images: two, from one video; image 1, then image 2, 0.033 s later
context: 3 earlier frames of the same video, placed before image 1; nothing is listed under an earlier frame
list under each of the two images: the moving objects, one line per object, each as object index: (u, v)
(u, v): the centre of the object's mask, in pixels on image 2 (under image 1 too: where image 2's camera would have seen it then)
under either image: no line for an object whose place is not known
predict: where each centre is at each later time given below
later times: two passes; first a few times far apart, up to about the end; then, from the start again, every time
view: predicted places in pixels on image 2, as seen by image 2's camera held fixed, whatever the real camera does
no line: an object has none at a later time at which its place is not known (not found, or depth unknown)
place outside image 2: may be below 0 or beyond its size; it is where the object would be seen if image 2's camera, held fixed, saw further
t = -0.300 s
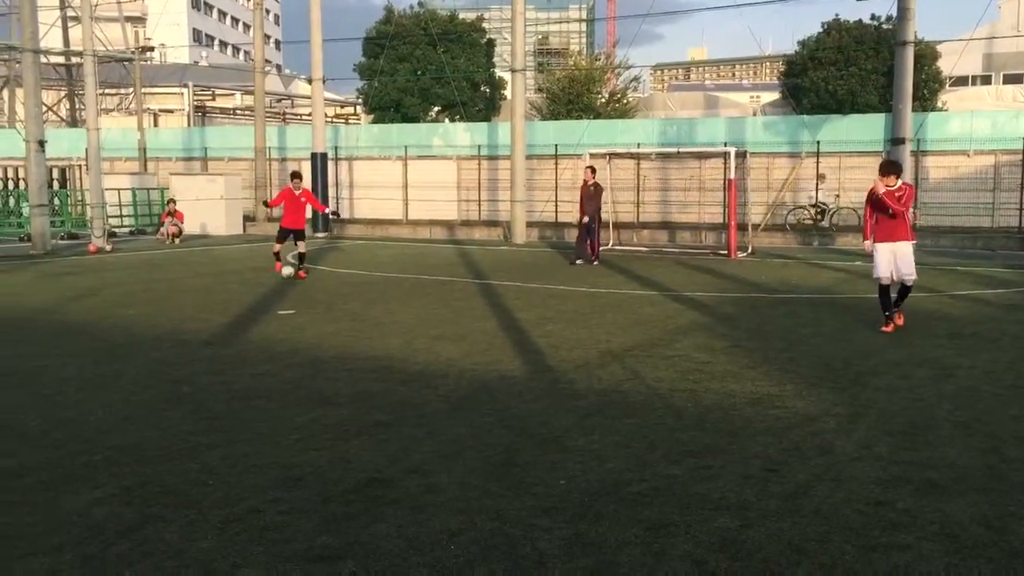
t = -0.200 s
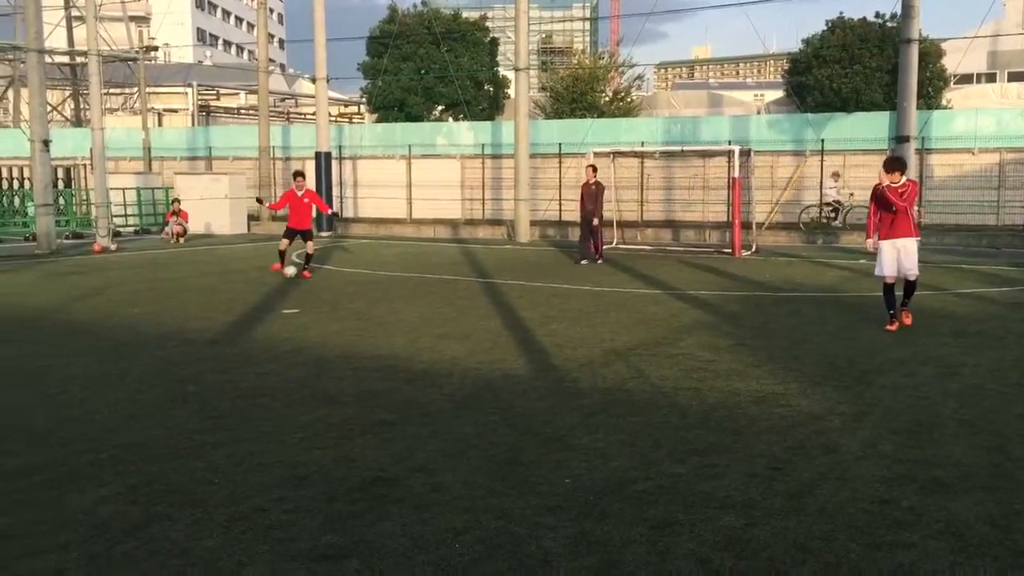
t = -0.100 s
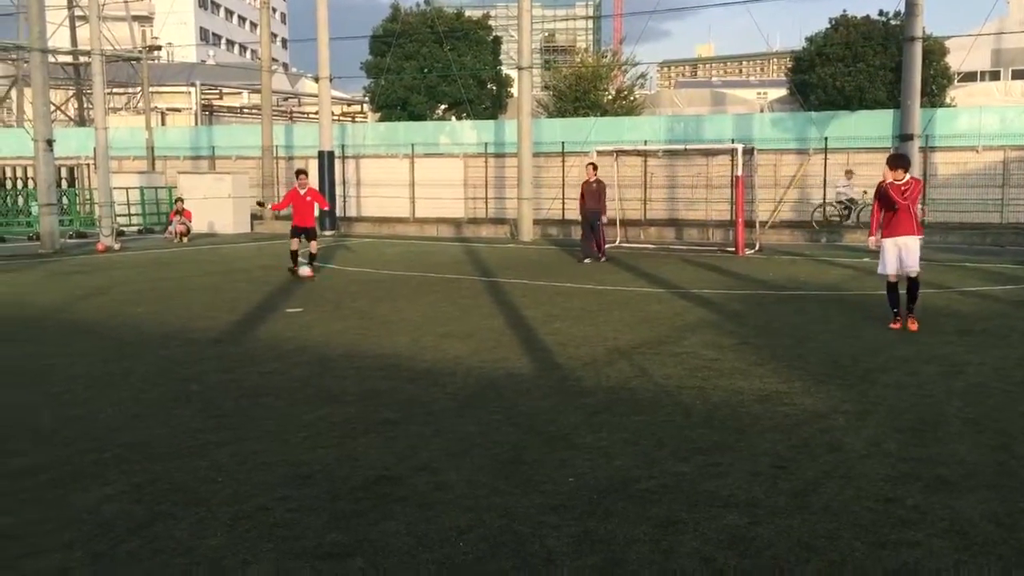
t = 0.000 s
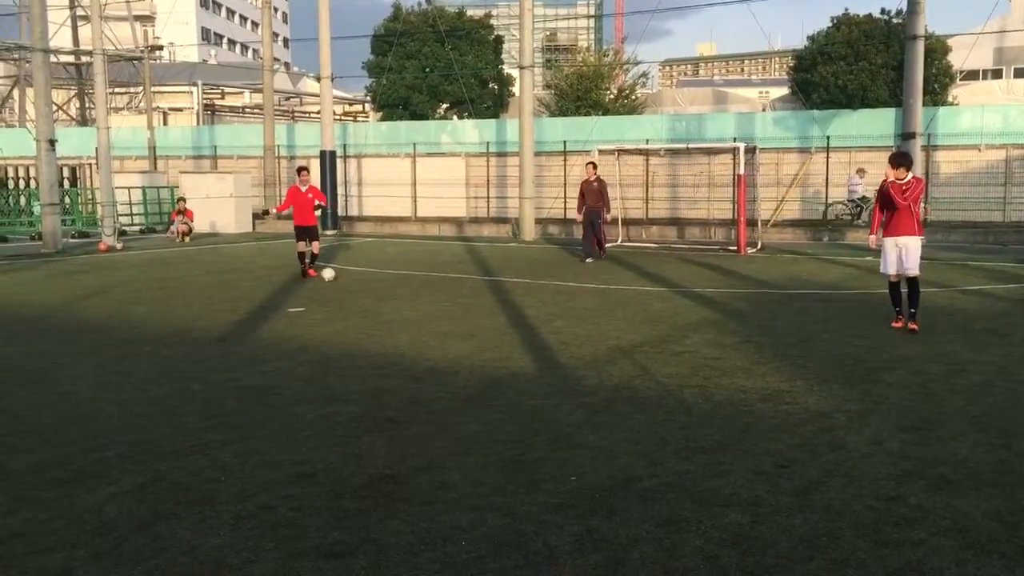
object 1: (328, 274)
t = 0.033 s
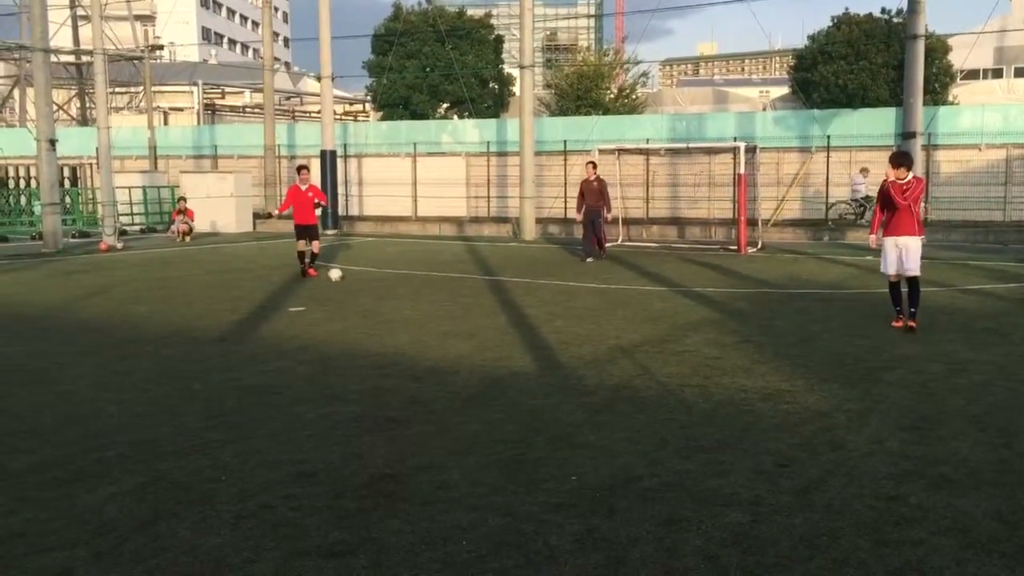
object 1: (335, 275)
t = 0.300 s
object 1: (383, 280)
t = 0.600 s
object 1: (437, 289)
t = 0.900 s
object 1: (497, 297)
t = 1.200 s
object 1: (563, 305)
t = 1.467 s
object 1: (628, 312)
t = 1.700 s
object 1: (690, 319)
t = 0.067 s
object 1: (341, 274)
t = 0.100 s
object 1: (347, 274)
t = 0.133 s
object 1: (354, 276)
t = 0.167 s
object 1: (360, 277)
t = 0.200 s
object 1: (366, 279)
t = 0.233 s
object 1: (372, 279)
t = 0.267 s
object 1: (378, 280)
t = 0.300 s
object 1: (383, 280)
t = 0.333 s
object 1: (389, 282)
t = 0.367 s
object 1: (395, 283)
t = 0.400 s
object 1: (400, 284)
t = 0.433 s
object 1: (406, 285)
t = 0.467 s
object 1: (413, 285)
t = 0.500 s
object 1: (419, 286)
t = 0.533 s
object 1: (425, 287)
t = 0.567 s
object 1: (431, 288)
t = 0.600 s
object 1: (437, 289)
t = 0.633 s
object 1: (444, 290)
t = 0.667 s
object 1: (450, 291)
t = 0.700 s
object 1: (457, 292)
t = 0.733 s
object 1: (463, 292)
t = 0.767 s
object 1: (470, 293)
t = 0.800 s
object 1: (476, 294)
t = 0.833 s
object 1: (483, 296)
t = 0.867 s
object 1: (490, 297)
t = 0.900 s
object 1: (497, 297)
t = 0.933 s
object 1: (504, 297)
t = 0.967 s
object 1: (511, 298)
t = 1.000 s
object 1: (518, 299)
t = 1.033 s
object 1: (526, 300)
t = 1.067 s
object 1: (533, 300)
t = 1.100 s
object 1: (541, 302)
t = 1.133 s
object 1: (548, 303)
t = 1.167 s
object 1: (555, 304)
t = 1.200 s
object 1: (563, 305)
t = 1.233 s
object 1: (570, 306)
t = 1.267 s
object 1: (578, 307)
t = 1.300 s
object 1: (586, 307)
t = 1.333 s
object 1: (594, 309)
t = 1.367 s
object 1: (602, 310)
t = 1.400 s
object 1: (611, 311)
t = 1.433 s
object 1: (620, 311)
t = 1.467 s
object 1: (628, 312)
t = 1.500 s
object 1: (636, 314)
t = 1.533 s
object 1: (645, 314)
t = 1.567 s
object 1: (654, 315)
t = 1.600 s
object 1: (662, 316)
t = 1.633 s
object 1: (672, 317)
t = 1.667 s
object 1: (681, 318)
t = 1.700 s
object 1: (690, 319)
